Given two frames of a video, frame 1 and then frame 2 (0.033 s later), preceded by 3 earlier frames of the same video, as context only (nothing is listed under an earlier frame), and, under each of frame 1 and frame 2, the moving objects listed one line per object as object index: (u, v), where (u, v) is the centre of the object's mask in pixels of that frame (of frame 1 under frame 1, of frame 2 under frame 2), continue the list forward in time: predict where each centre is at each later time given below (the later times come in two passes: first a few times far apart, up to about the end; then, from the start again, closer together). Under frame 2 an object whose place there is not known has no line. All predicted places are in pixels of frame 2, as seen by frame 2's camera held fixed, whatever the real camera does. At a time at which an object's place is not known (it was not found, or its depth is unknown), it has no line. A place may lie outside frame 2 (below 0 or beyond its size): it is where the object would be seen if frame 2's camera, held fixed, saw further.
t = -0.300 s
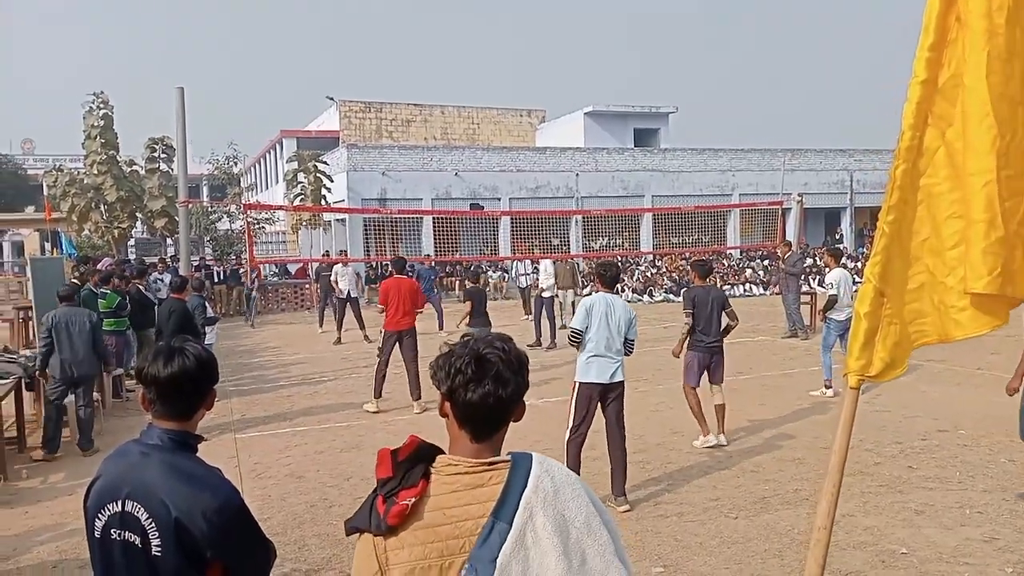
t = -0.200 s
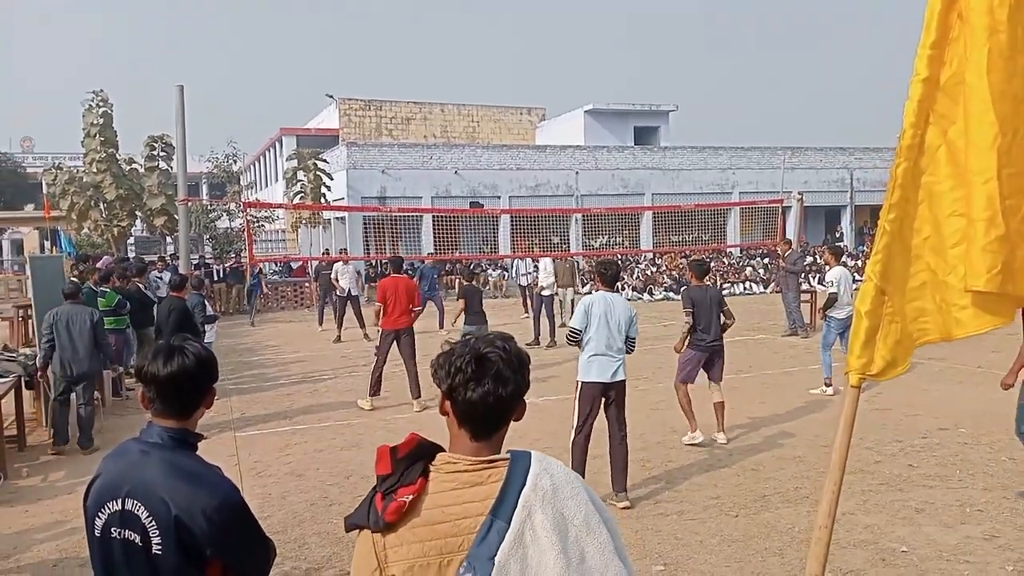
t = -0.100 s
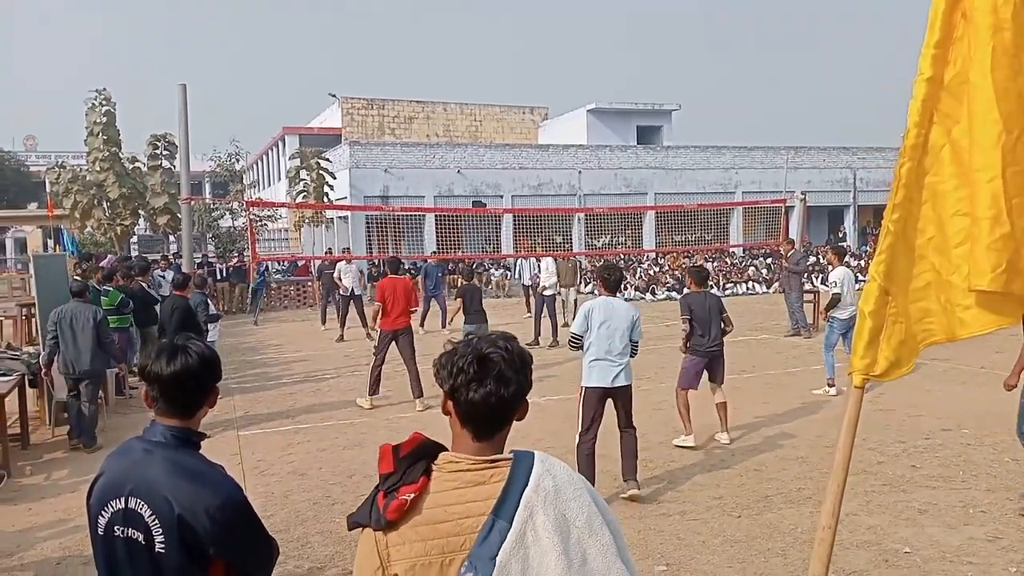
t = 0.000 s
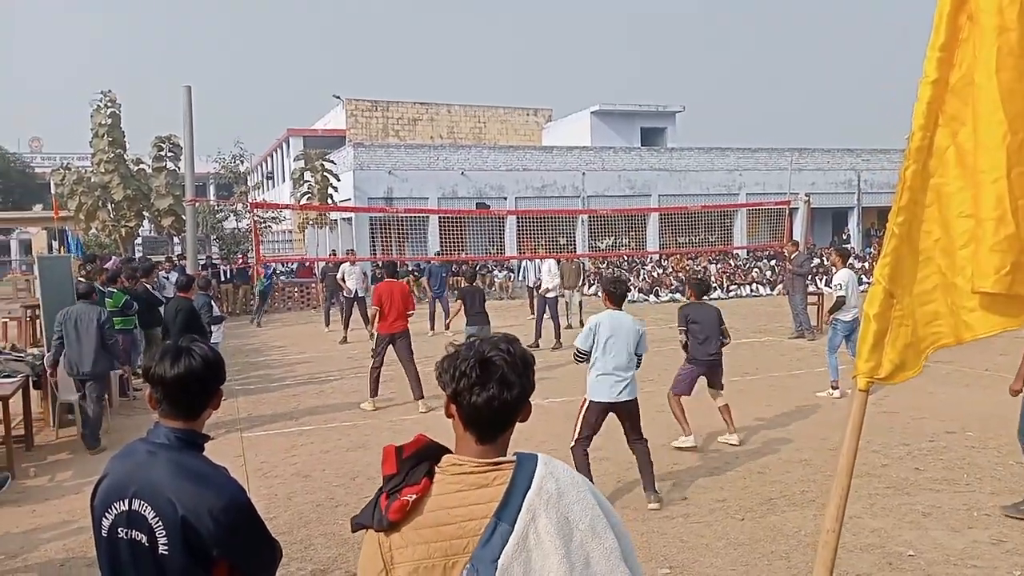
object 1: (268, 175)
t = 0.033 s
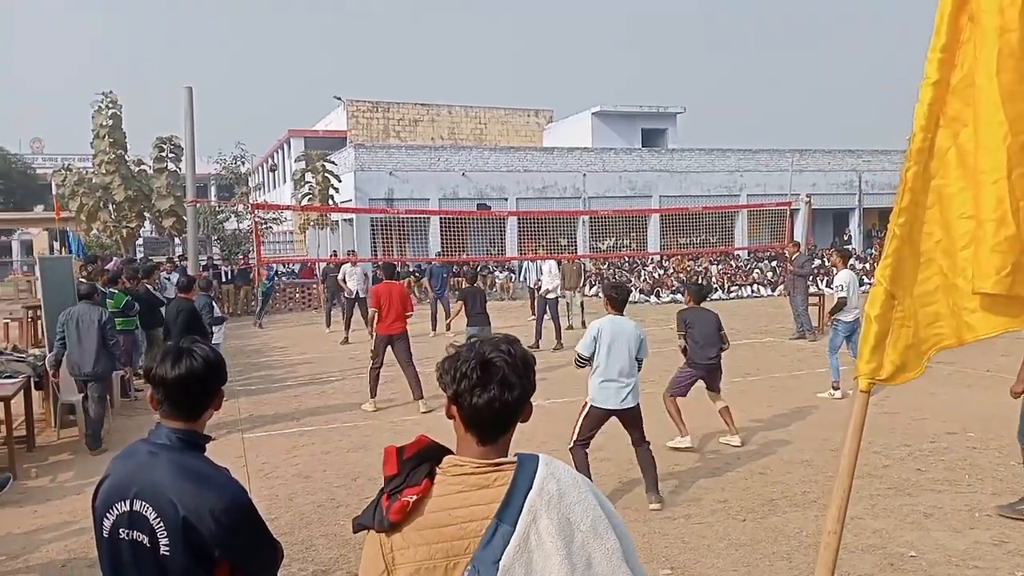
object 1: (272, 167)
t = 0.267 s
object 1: (294, 113)
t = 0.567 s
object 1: (329, 71)
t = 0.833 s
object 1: (368, 76)
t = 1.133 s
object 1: (425, 158)
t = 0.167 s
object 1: (284, 134)
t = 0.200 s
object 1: (287, 126)
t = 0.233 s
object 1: (290, 119)
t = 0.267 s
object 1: (294, 113)
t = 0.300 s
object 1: (297, 106)
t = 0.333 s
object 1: (301, 100)
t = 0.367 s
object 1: (304, 94)
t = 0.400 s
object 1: (309, 89)
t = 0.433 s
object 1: (312, 85)
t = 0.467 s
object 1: (316, 81)
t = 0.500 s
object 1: (321, 77)
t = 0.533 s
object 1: (325, 73)
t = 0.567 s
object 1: (329, 71)
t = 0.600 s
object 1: (334, 69)
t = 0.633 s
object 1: (338, 68)
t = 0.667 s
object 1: (342, 67)
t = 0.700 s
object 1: (348, 67)
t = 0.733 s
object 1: (352, 68)
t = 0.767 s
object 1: (357, 70)
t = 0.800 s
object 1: (363, 73)
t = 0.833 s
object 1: (368, 76)
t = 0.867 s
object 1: (374, 81)
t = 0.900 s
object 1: (379, 86)
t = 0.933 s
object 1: (385, 93)
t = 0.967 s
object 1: (391, 100)
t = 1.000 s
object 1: (397, 109)
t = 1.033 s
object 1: (404, 119)
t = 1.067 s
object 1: (410, 130)
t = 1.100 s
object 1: (418, 143)
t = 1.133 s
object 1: (425, 158)
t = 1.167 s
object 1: (432, 174)
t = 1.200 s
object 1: (440, 192)
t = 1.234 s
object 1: (448, 212)
